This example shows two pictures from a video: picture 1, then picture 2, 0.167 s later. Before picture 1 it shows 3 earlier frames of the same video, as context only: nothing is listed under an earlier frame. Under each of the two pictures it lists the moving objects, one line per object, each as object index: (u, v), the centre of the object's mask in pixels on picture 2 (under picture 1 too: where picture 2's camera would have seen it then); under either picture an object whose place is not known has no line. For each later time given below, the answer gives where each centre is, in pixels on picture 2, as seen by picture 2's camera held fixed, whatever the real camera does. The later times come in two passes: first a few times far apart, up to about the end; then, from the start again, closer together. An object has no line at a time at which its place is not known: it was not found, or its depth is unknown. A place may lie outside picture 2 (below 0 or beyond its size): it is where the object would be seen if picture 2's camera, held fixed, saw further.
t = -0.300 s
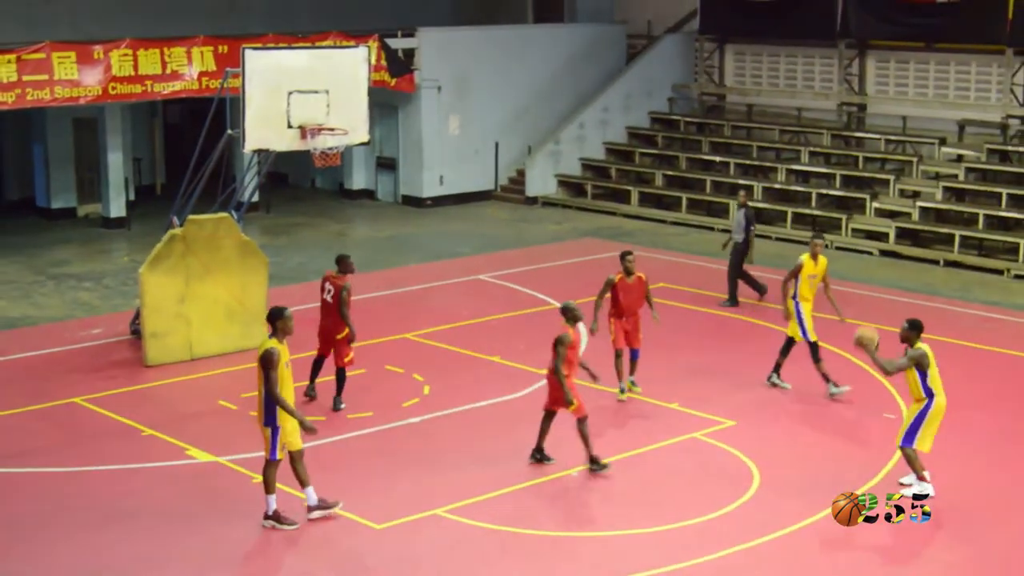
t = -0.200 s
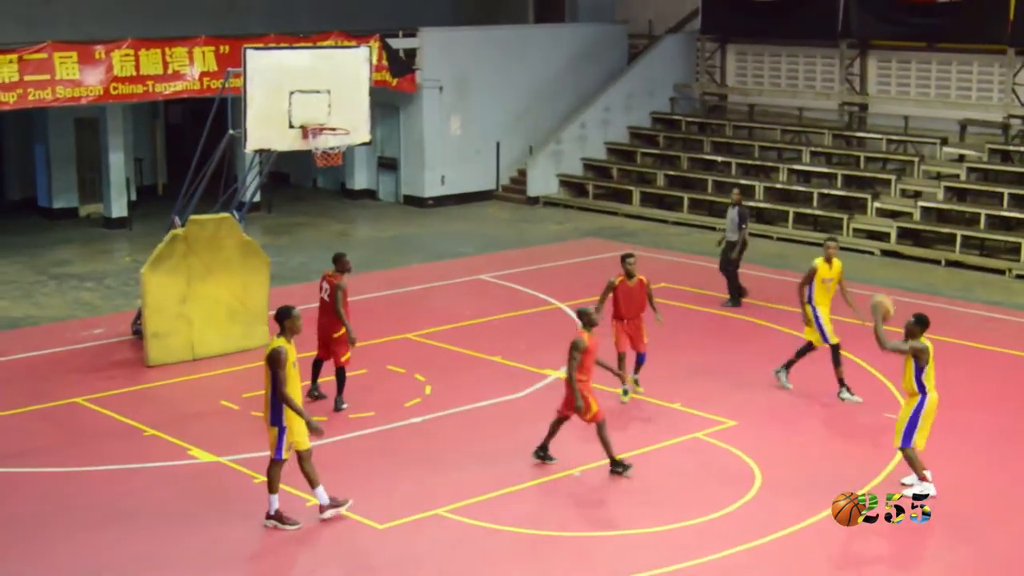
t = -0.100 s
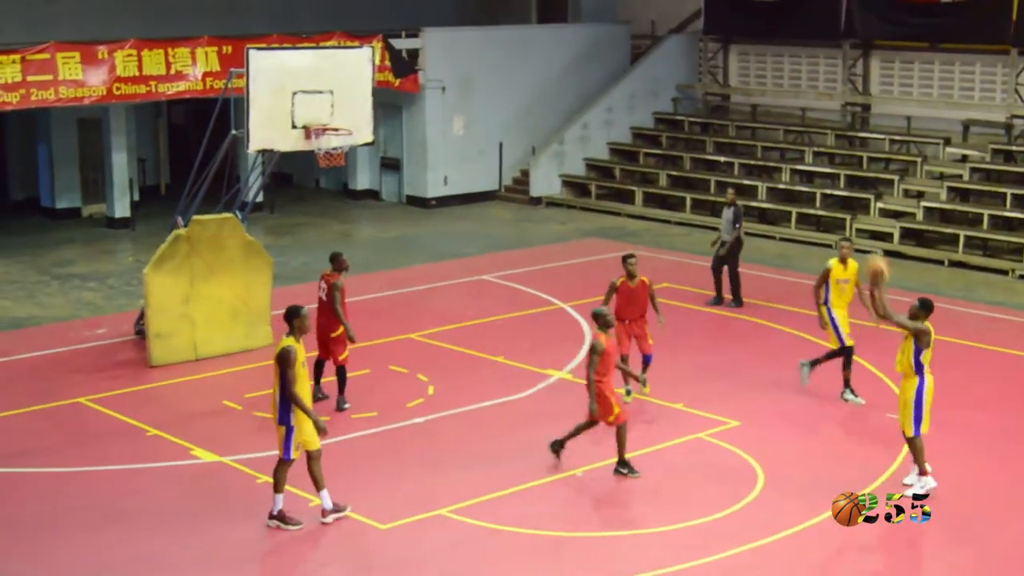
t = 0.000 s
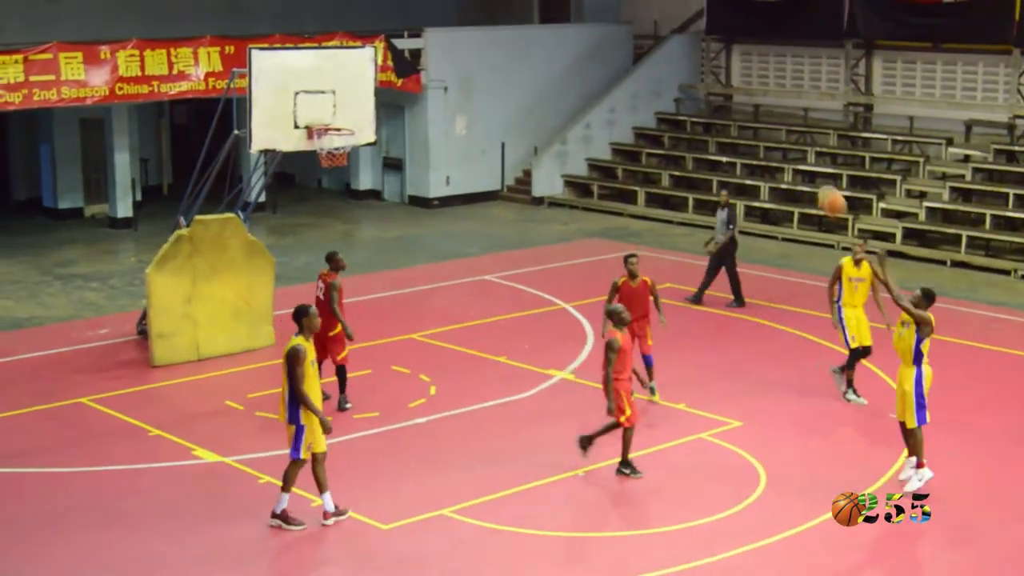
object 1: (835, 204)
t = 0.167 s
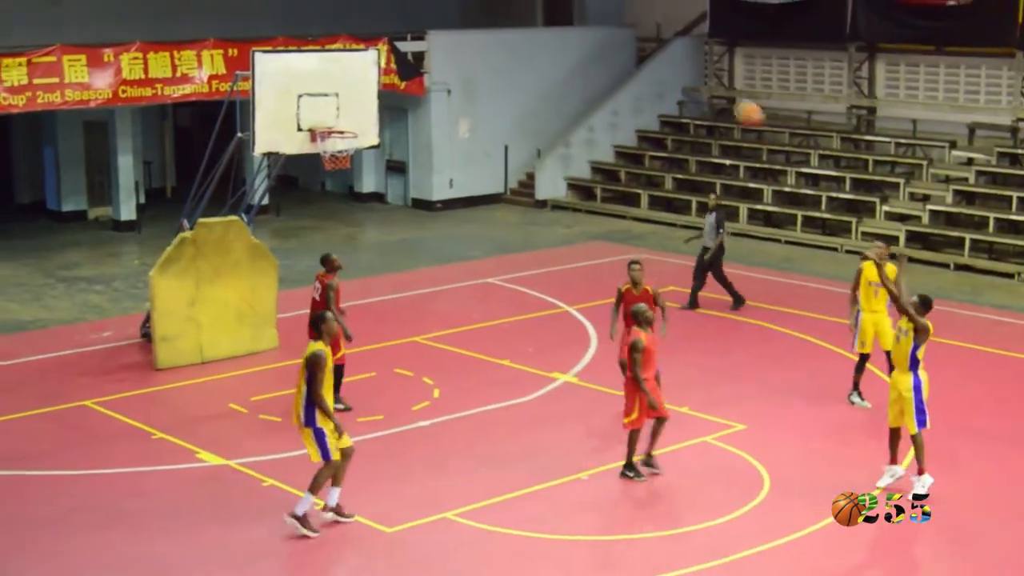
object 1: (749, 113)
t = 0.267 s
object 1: (700, 74)
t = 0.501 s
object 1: (589, 23)
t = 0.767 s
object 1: (472, 29)
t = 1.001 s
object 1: (382, 87)
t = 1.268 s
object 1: (315, 120)
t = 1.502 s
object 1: (337, 120)
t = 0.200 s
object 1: (732, 98)
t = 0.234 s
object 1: (715, 86)
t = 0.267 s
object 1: (700, 74)
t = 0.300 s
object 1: (684, 63)
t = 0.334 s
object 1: (666, 52)
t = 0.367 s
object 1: (650, 45)
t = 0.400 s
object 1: (635, 37)
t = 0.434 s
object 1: (619, 31)
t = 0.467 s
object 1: (604, 26)
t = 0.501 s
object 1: (589, 23)
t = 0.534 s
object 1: (572, 19)
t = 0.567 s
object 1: (558, 18)
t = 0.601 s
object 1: (543, 17)
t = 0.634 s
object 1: (529, 18)
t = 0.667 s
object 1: (515, 19)
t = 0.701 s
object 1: (500, 21)
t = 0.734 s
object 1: (486, 25)
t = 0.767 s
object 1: (472, 29)
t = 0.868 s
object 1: (433, 49)
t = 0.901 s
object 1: (418, 59)
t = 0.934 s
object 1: (407, 67)
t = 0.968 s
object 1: (393, 76)
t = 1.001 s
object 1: (382, 87)
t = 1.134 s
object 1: (340, 125)
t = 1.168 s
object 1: (332, 123)
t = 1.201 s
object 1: (326, 121)
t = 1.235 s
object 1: (321, 120)
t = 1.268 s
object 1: (315, 120)
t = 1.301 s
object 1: (316, 118)
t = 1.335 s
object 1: (320, 116)
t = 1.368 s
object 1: (324, 114)
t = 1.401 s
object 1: (327, 115)
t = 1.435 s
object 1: (330, 116)
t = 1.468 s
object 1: (334, 118)
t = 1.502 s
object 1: (337, 120)
